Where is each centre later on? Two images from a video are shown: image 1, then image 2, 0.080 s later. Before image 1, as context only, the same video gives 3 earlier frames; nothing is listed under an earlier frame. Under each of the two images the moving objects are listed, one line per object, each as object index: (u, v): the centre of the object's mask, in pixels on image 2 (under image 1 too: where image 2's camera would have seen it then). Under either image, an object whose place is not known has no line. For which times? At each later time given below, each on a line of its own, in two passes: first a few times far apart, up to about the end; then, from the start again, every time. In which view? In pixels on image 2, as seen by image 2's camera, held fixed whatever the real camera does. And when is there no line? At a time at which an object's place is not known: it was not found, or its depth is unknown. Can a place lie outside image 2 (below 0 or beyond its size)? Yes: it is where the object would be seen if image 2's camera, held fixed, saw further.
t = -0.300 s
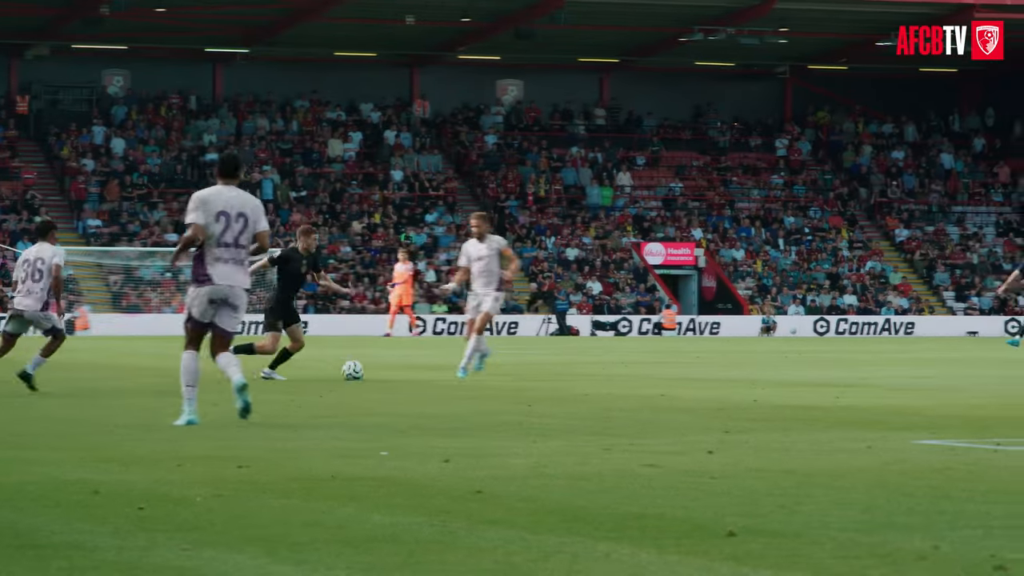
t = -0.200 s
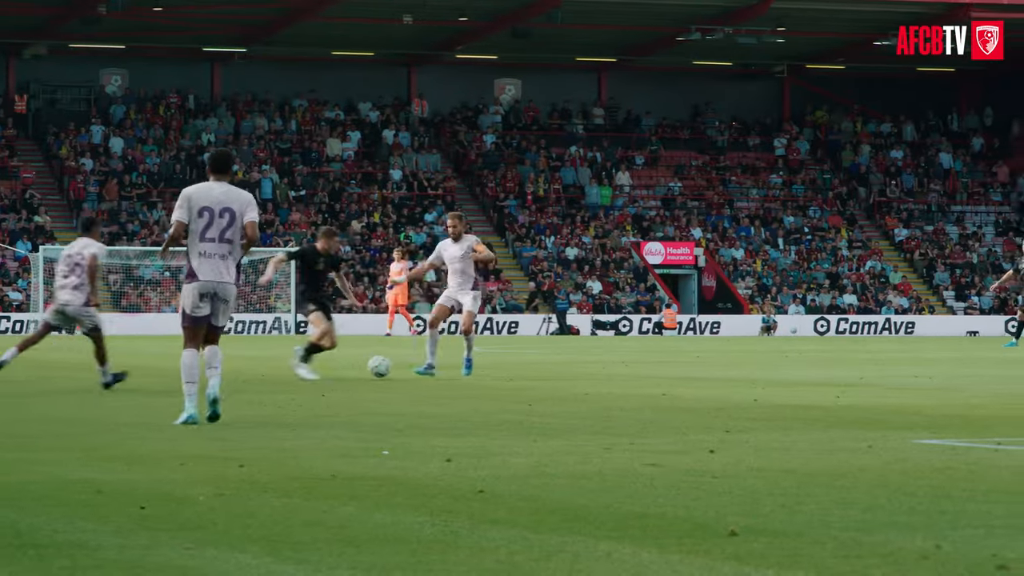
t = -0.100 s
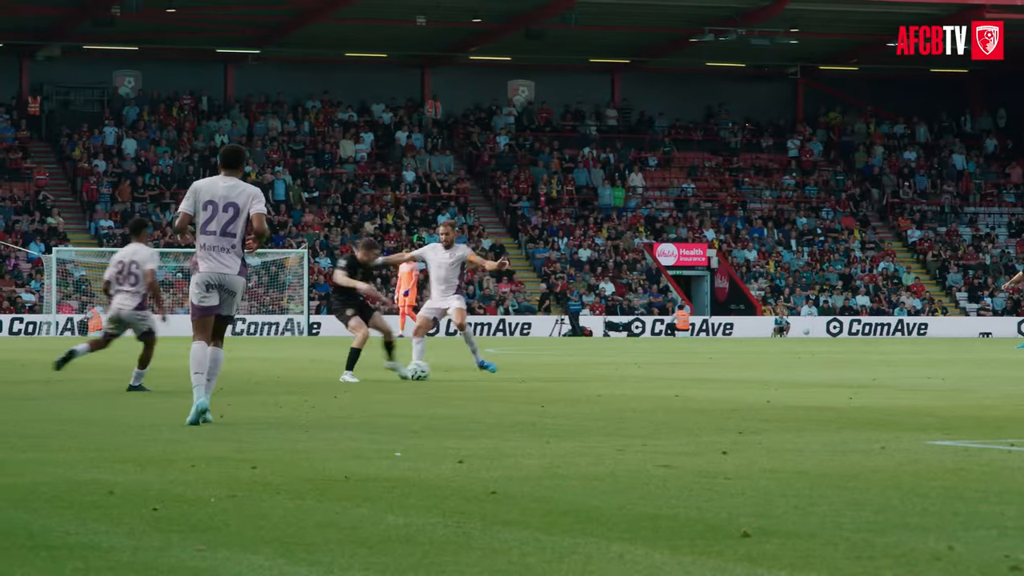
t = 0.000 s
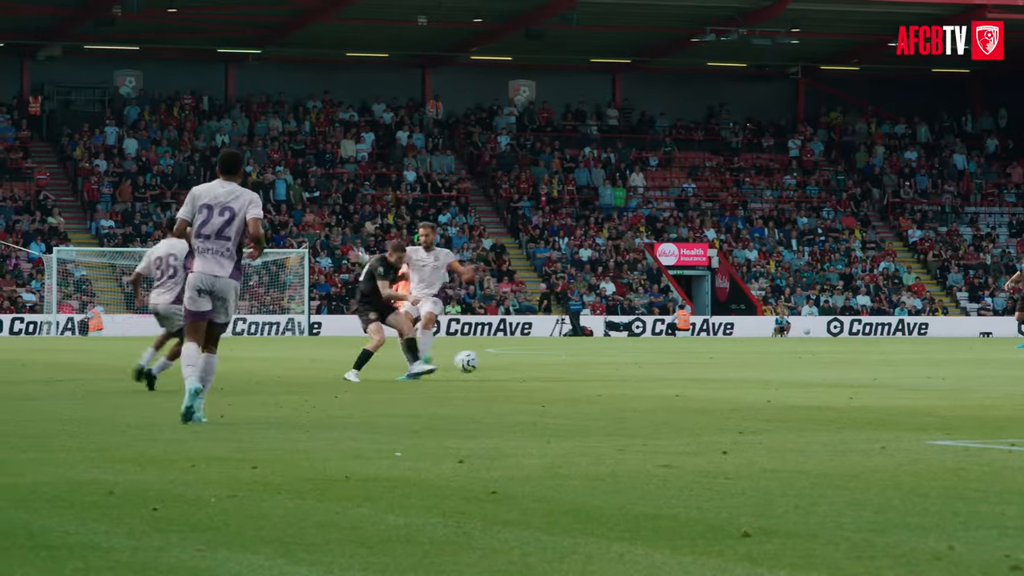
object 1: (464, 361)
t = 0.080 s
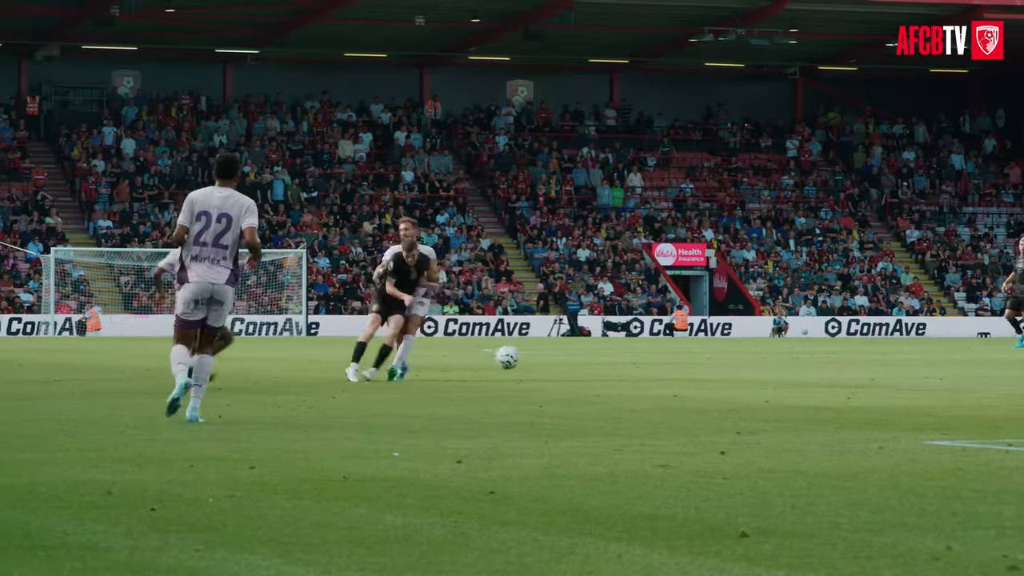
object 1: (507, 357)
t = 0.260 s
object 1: (602, 372)
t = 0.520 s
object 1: (727, 375)
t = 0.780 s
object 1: (846, 385)
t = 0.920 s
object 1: (906, 394)
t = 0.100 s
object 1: (517, 357)
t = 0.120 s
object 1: (528, 357)
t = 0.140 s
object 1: (539, 358)
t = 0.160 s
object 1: (550, 360)
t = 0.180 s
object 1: (560, 361)
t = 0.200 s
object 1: (571, 363)
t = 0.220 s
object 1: (581, 366)
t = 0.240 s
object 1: (592, 369)
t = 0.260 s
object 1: (602, 372)
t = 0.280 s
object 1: (613, 376)
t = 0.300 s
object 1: (623, 380)
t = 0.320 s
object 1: (633, 380)
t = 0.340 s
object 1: (642, 377)
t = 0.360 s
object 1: (651, 375)
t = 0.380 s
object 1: (661, 374)
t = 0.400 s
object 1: (671, 372)
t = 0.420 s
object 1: (680, 372)
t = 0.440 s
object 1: (690, 371)
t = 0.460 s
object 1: (699, 371)
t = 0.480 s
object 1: (709, 372)
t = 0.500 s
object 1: (718, 373)
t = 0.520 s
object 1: (727, 375)
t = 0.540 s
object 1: (737, 377)
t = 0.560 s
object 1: (746, 380)
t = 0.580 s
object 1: (756, 383)
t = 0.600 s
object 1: (766, 386)
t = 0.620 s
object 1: (775, 386)
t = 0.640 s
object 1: (784, 385)
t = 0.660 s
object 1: (793, 383)
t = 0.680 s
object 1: (801, 382)
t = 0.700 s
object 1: (811, 382)
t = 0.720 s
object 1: (820, 382)
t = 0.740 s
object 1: (829, 382)
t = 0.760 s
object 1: (837, 384)
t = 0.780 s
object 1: (846, 385)
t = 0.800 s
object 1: (855, 387)
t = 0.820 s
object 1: (864, 390)
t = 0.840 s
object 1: (873, 393)
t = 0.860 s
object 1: (881, 394)
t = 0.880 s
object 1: (889, 394)
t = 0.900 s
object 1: (898, 394)
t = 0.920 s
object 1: (906, 394)
